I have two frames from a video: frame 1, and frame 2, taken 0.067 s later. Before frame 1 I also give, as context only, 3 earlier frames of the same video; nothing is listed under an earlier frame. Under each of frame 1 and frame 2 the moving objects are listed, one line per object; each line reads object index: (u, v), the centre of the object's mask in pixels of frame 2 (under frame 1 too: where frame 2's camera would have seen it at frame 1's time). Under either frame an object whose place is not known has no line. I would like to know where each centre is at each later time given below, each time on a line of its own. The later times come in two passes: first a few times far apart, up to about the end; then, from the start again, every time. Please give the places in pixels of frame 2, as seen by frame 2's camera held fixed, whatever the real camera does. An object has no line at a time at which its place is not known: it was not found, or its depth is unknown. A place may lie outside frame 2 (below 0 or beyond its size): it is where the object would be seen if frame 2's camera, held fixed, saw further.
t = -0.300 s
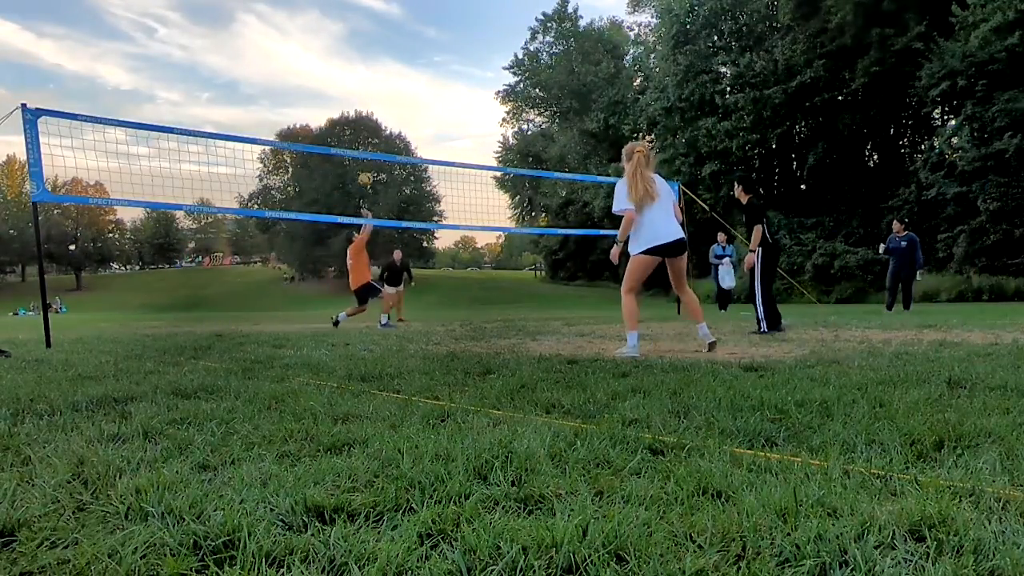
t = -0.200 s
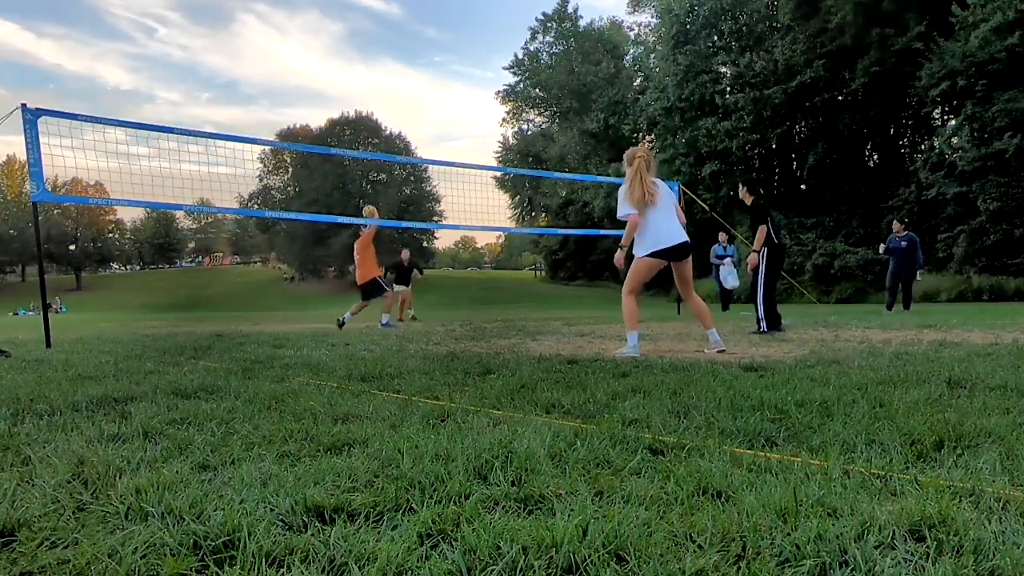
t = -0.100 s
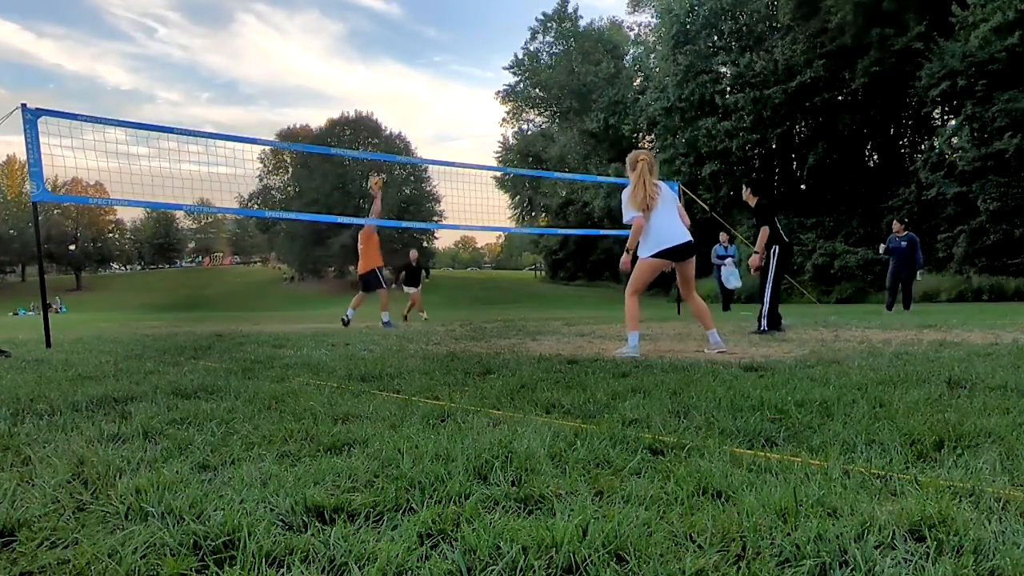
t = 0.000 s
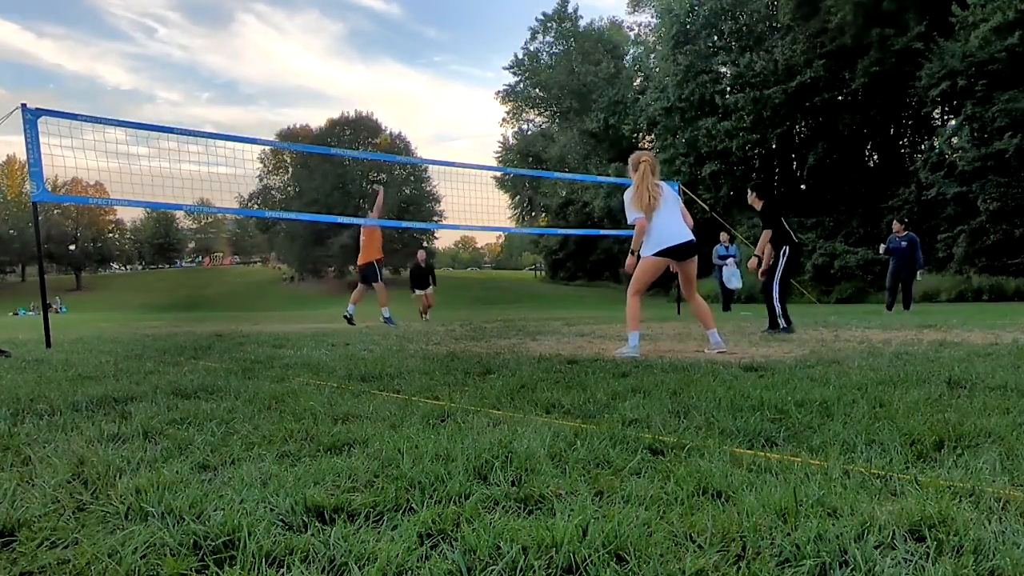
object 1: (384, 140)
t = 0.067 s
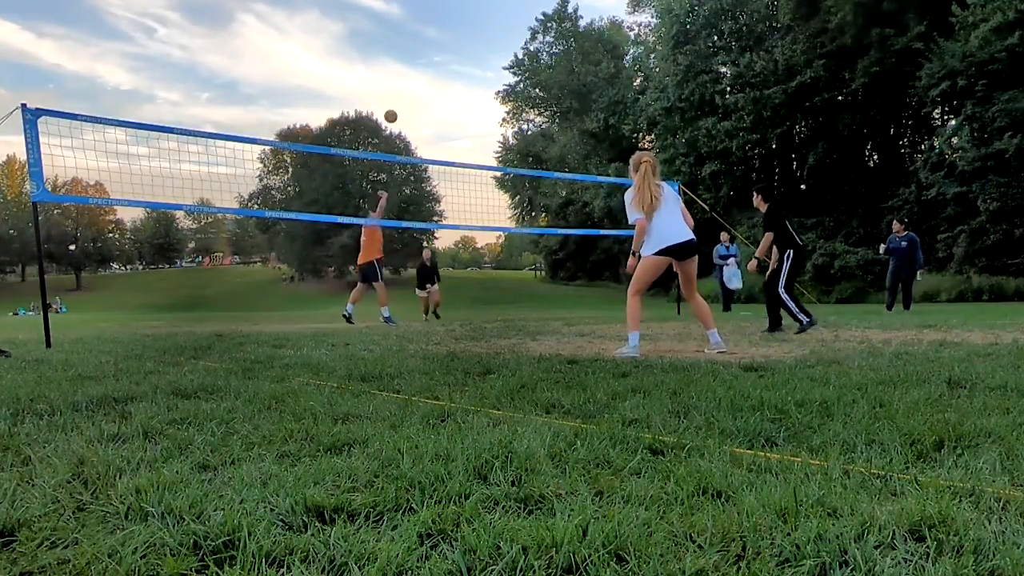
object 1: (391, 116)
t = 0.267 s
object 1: (410, 61)
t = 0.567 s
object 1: (439, 29)
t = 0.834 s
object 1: (466, 48)
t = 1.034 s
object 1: (485, 90)
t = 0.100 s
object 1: (394, 105)
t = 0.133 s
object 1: (397, 95)
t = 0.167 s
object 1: (400, 85)
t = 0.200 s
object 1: (403, 77)
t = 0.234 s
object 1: (407, 69)
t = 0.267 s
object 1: (410, 61)
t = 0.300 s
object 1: (413, 55)
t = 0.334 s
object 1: (416, 49)
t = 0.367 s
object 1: (420, 44)
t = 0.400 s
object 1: (423, 40)
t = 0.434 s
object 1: (426, 36)
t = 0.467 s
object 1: (429, 33)
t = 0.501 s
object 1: (433, 31)
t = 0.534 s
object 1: (436, 30)
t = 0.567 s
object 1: (439, 29)
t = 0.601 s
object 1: (443, 29)
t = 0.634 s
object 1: (446, 30)
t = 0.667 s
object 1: (449, 32)
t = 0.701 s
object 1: (453, 34)
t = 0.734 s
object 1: (456, 36)
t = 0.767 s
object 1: (459, 40)
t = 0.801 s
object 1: (462, 44)
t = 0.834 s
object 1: (466, 48)
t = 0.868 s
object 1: (469, 53)
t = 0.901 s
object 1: (472, 59)
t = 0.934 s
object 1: (475, 66)
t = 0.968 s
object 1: (479, 73)
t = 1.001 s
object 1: (482, 81)
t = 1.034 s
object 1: (485, 90)
